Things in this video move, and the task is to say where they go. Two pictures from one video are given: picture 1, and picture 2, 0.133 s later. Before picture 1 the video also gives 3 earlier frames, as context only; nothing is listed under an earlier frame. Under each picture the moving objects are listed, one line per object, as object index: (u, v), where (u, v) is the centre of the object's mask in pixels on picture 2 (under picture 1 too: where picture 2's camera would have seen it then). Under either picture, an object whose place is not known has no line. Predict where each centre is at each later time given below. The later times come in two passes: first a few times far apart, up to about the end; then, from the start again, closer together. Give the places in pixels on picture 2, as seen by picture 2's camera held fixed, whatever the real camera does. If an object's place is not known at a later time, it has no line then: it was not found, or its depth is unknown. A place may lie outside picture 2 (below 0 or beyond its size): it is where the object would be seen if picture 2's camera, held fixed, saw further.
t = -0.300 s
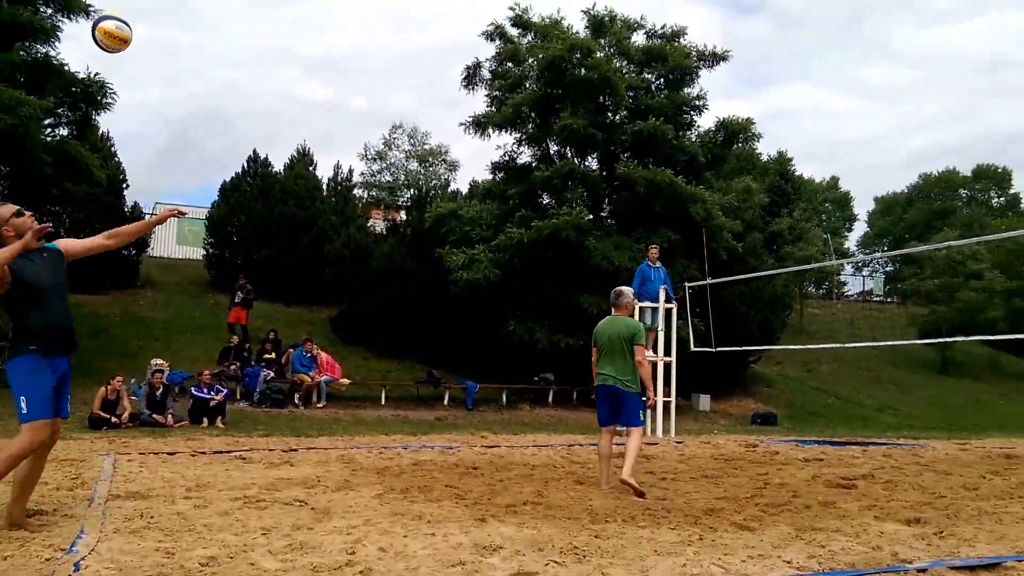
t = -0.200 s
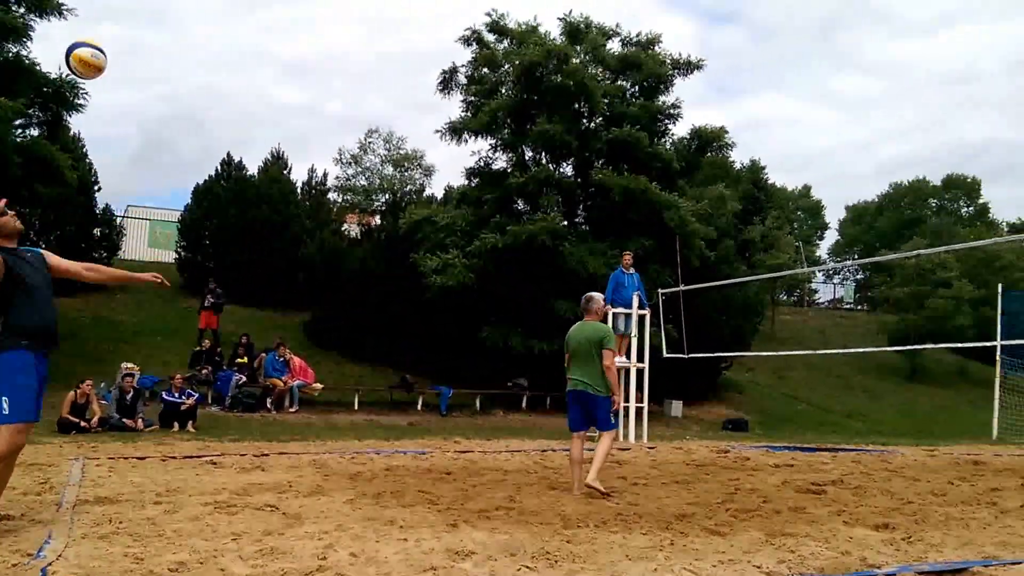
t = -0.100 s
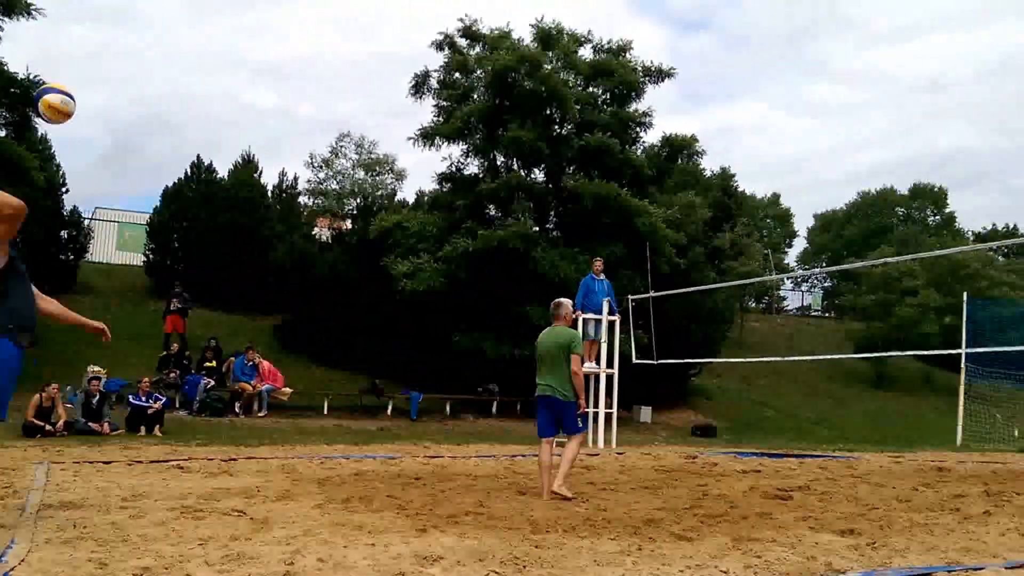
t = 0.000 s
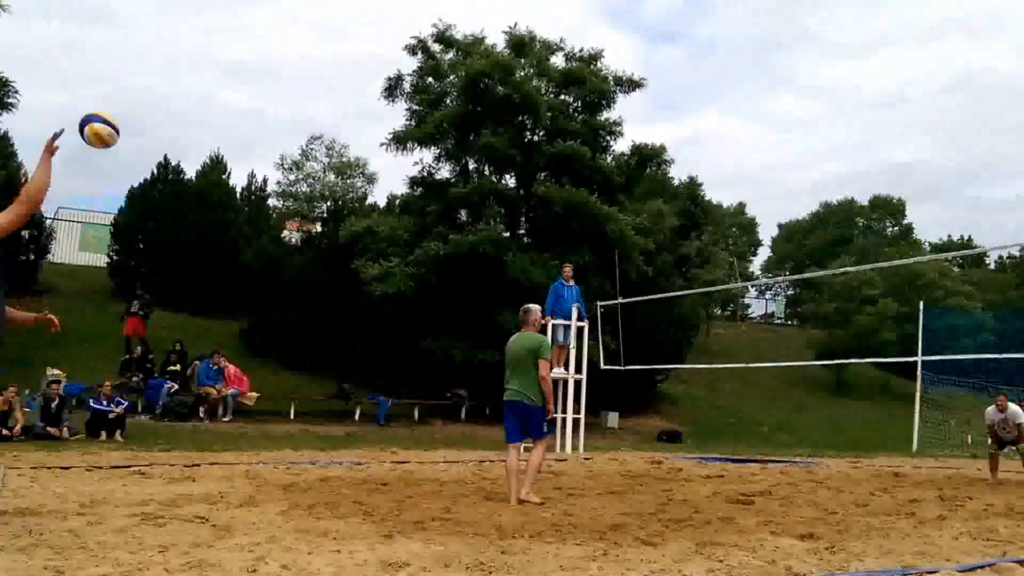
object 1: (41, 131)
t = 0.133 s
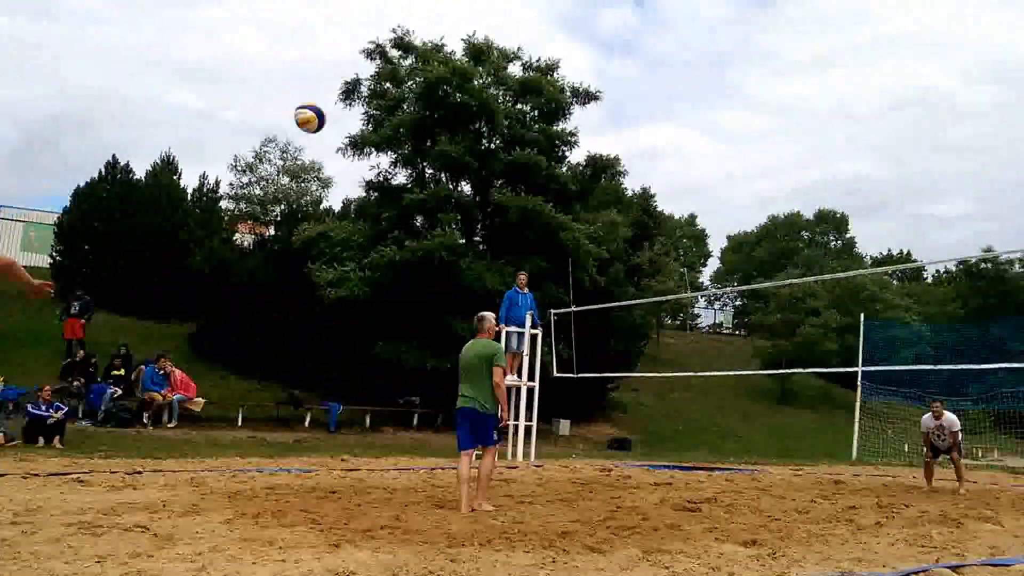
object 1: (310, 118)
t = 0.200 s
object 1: (406, 121)
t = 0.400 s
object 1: (612, 169)
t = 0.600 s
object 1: (733, 231)
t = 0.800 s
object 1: (817, 300)
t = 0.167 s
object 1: (361, 119)
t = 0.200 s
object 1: (406, 121)
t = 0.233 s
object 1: (449, 125)
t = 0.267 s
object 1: (488, 132)
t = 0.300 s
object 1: (523, 140)
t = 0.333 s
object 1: (555, 147)
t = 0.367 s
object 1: (585, 159)
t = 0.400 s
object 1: (612, 169)
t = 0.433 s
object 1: (636, 179)
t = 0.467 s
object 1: (658, 188)
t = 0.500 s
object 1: (679, 198)
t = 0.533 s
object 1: (698, 209)
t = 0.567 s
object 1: (716, 220)
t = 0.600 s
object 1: (733, 231)
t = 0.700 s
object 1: (777, 264)
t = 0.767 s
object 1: (804, 288)
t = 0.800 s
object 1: (817, 300)
